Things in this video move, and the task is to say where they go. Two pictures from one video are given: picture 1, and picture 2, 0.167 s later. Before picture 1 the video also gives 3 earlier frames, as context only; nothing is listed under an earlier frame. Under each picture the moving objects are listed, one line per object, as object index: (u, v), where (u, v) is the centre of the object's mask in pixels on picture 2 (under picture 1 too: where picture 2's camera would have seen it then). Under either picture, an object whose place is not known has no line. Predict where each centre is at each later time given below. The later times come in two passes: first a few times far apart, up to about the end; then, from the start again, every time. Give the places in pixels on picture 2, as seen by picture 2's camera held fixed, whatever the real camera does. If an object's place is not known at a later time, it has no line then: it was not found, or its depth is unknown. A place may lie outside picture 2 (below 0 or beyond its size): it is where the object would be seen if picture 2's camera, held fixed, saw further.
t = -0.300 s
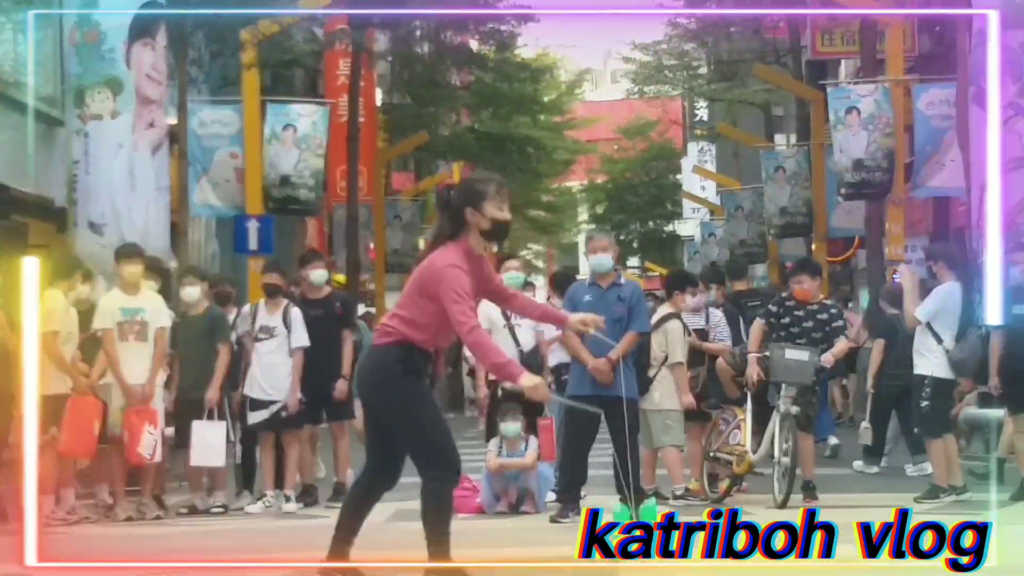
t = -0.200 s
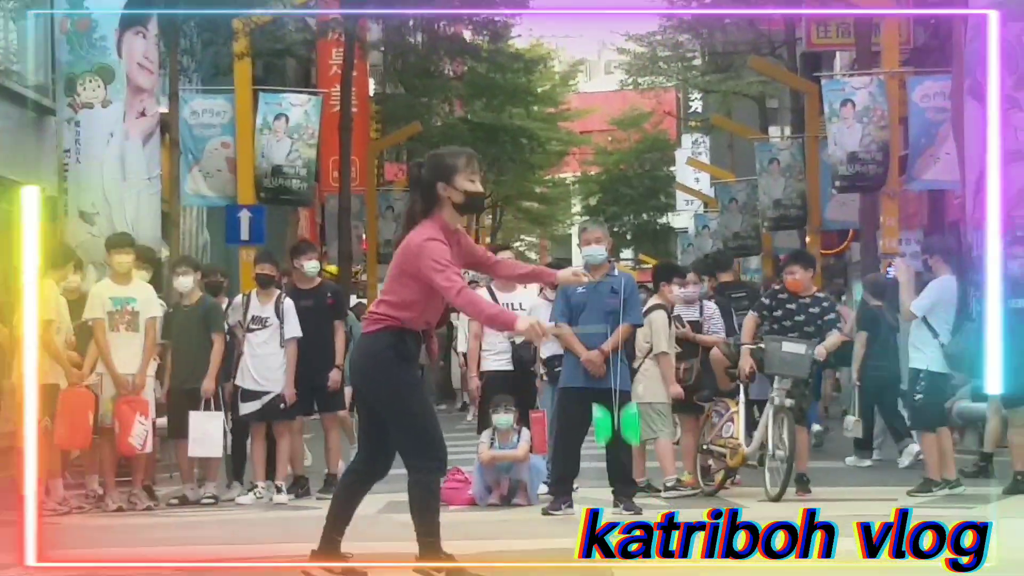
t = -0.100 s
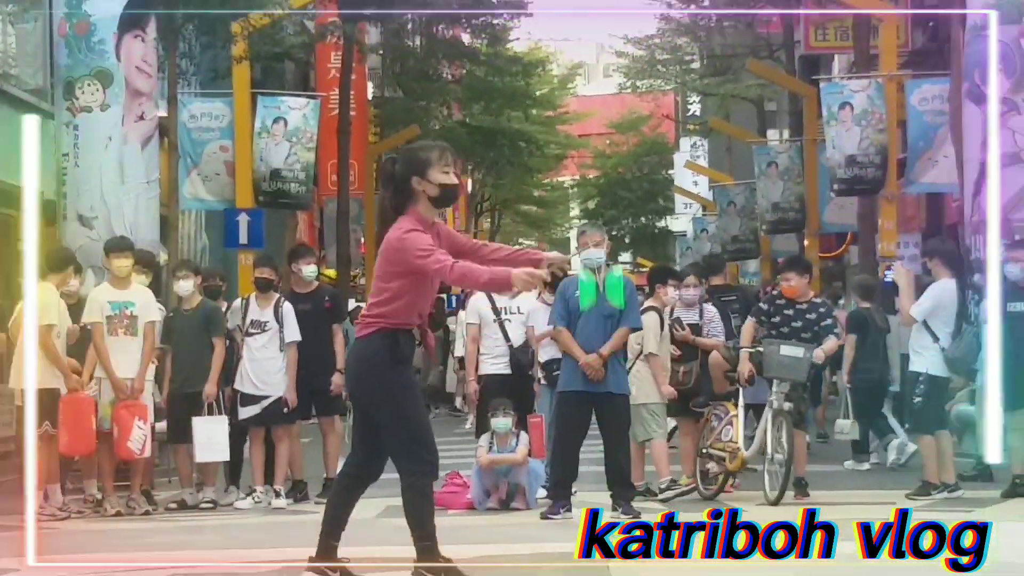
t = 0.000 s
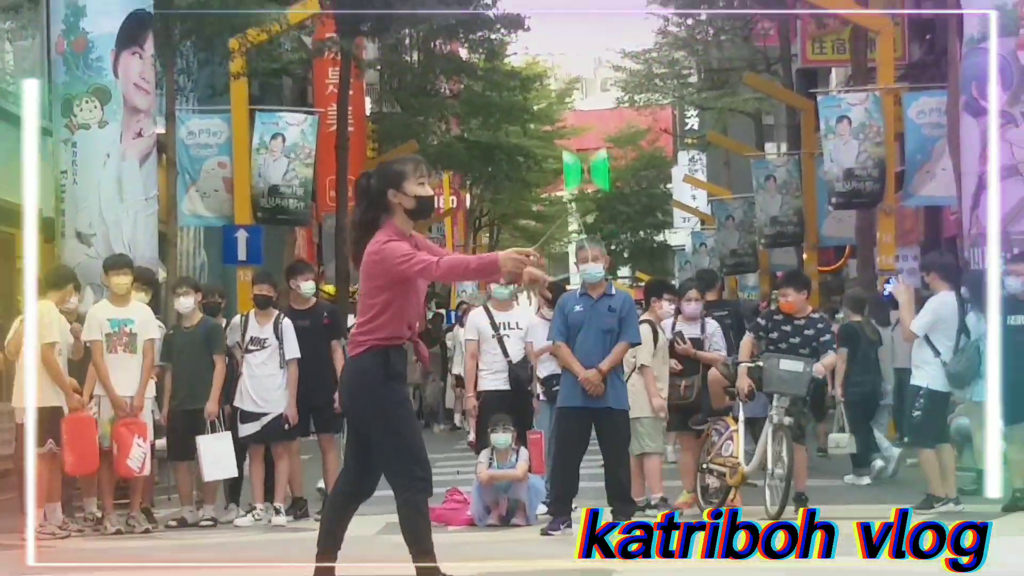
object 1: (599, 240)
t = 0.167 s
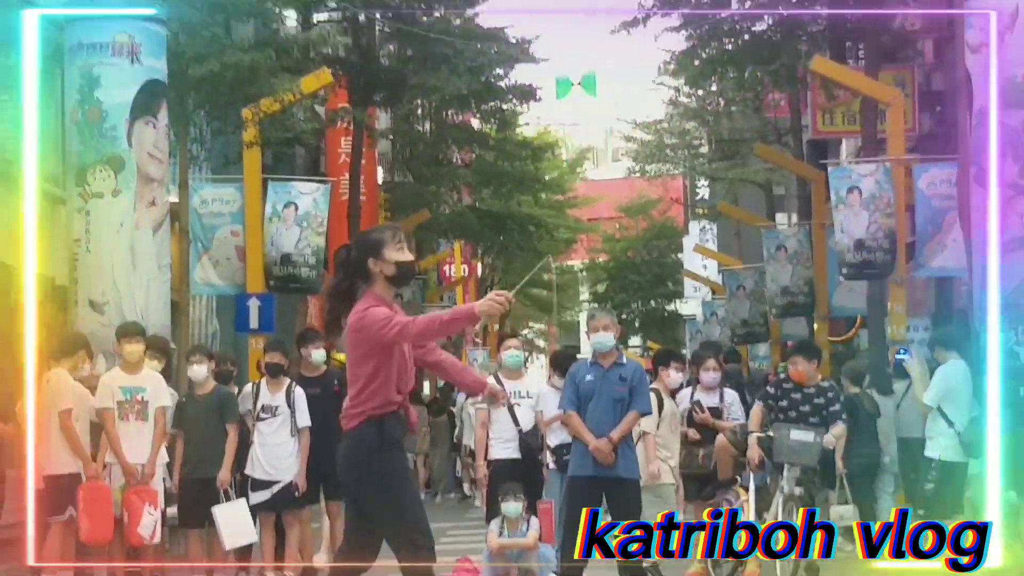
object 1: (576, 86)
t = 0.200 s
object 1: (574, 63)
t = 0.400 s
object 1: (550, -1)
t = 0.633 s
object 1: (528, 67)
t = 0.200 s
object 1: (574, 63)
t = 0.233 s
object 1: (570, 46)
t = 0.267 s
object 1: (566, 31)
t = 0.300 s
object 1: (562, 18)
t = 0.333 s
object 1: (558, 8)
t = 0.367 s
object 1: (555, 2)
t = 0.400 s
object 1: (550, -1)
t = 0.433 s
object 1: (547, -2)
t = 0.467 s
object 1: (544, 2)
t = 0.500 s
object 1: (542, 10)
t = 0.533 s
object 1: (538, 21)
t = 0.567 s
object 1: (535, 35)
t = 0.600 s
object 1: (532, 50)
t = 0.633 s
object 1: (528, 67)
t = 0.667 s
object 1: (527, 94)
